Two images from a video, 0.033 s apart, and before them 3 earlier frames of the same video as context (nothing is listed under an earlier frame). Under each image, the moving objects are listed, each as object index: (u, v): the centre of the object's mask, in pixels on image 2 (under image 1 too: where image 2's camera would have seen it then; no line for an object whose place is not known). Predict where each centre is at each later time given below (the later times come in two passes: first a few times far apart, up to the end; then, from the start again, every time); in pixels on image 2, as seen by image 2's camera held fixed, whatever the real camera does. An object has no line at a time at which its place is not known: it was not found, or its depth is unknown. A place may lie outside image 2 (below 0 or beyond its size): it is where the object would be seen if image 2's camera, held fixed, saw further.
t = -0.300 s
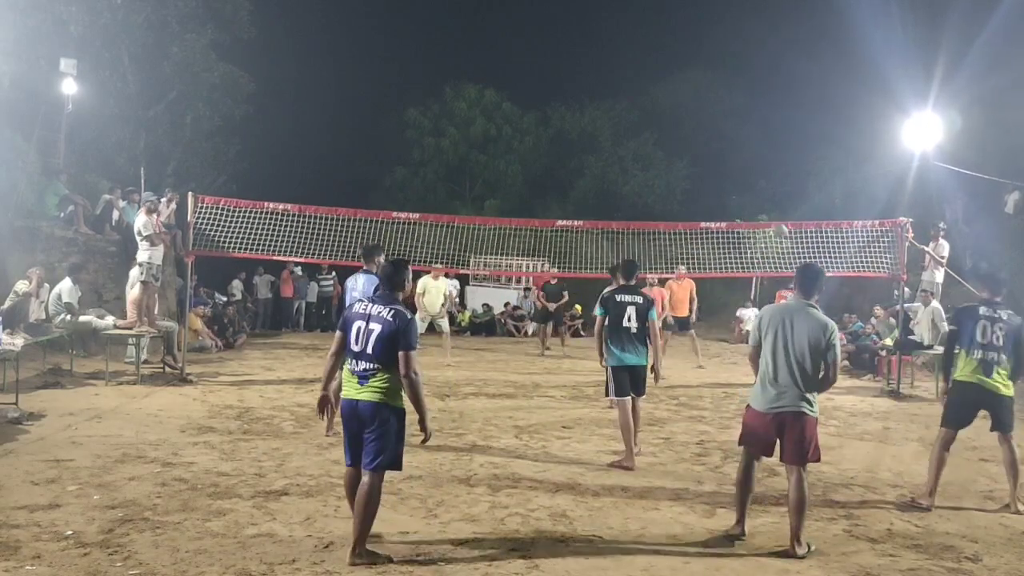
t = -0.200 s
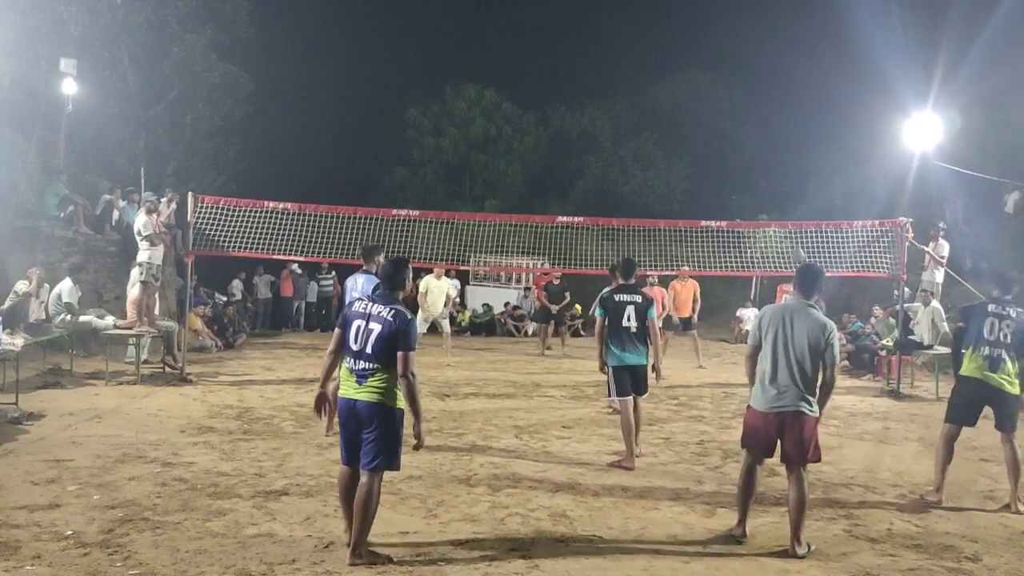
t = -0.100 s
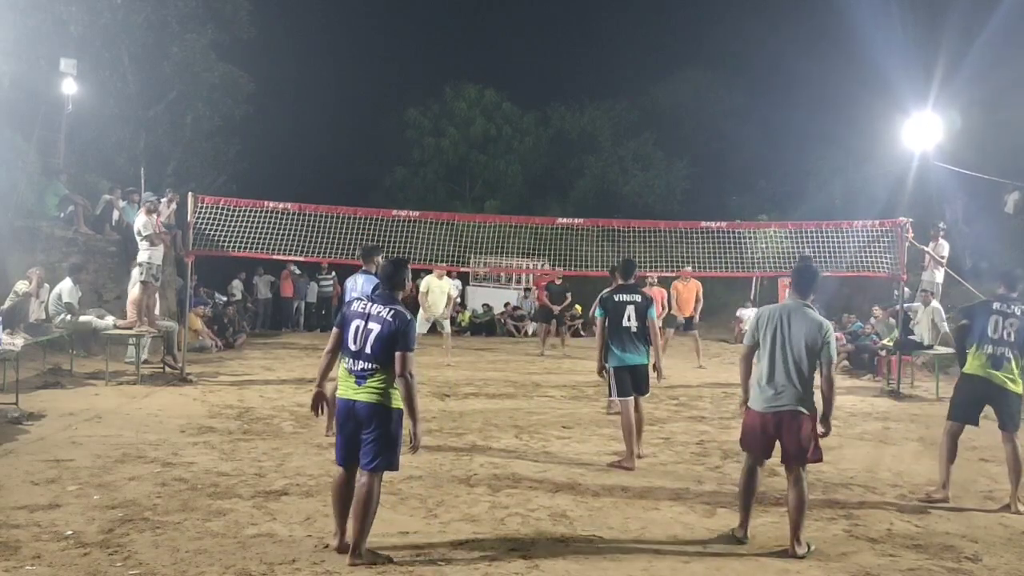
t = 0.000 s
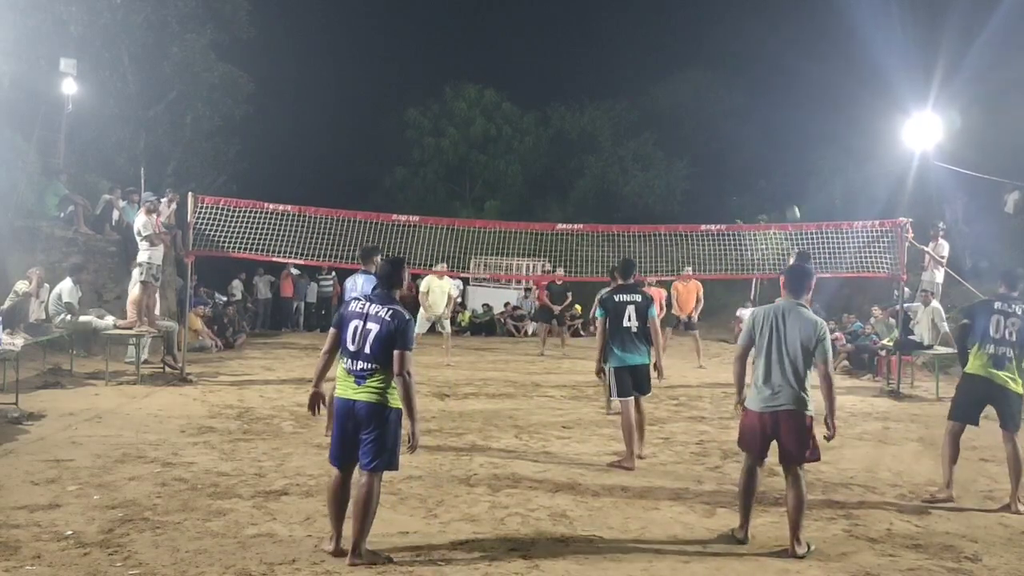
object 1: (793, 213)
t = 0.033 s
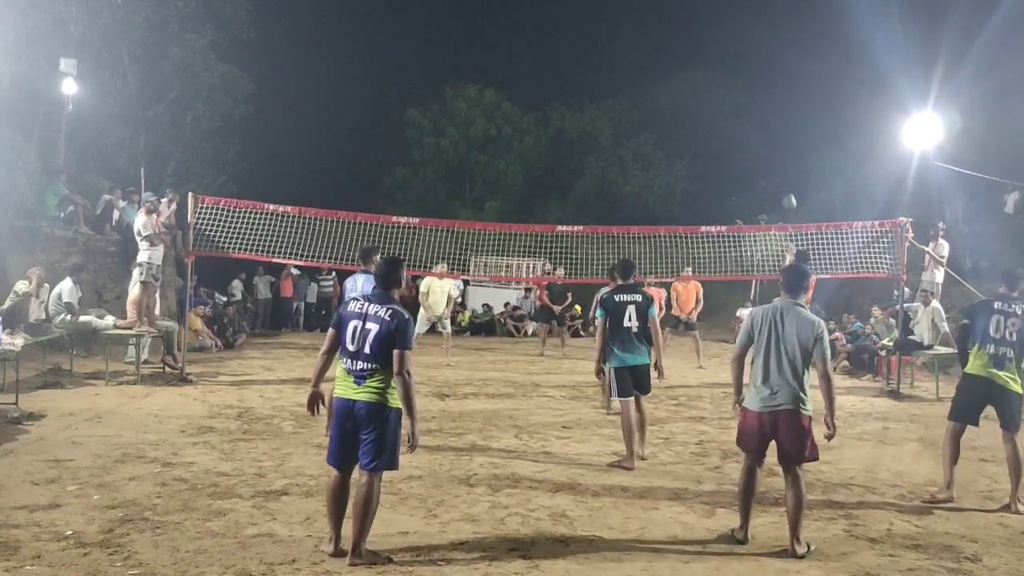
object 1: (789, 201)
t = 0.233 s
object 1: (769, 153)
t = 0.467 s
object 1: (748, 137)
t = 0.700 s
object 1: (728, 156)
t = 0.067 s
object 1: (785, 191)
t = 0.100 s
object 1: (782, 181)
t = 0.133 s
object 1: (778, 173)
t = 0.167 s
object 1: (775, 165)
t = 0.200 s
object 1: (772, 158)
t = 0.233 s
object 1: (769, 153)
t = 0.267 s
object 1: (766, 148)
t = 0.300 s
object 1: (763, 145)
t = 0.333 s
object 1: (760, 141)
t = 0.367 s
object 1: (757, 139)
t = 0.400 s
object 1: (754, 138)
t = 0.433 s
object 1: (751, 137)
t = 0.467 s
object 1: (748, 137)
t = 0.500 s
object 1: (745, 137)
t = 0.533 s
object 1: (742, 139)
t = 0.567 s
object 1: (739, 141)
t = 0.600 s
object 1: (737, 144)
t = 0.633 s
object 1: (734, 147)
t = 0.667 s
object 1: (731, 151)
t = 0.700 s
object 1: (728, 156)
